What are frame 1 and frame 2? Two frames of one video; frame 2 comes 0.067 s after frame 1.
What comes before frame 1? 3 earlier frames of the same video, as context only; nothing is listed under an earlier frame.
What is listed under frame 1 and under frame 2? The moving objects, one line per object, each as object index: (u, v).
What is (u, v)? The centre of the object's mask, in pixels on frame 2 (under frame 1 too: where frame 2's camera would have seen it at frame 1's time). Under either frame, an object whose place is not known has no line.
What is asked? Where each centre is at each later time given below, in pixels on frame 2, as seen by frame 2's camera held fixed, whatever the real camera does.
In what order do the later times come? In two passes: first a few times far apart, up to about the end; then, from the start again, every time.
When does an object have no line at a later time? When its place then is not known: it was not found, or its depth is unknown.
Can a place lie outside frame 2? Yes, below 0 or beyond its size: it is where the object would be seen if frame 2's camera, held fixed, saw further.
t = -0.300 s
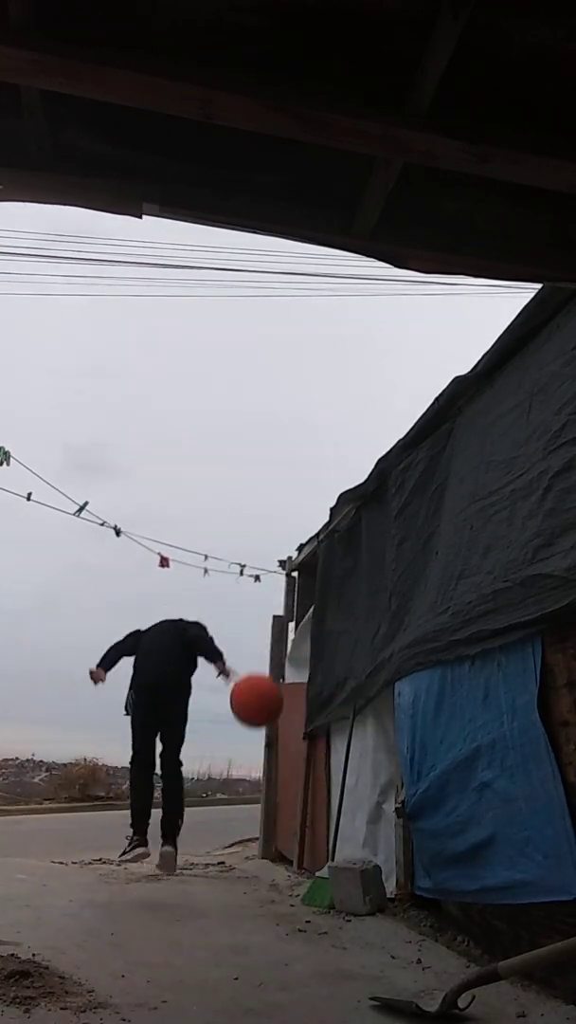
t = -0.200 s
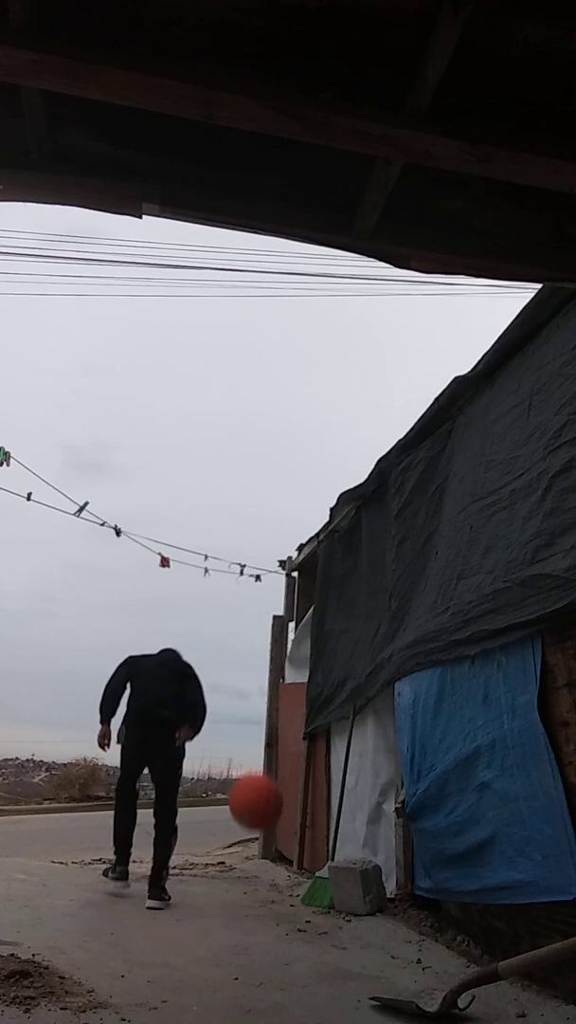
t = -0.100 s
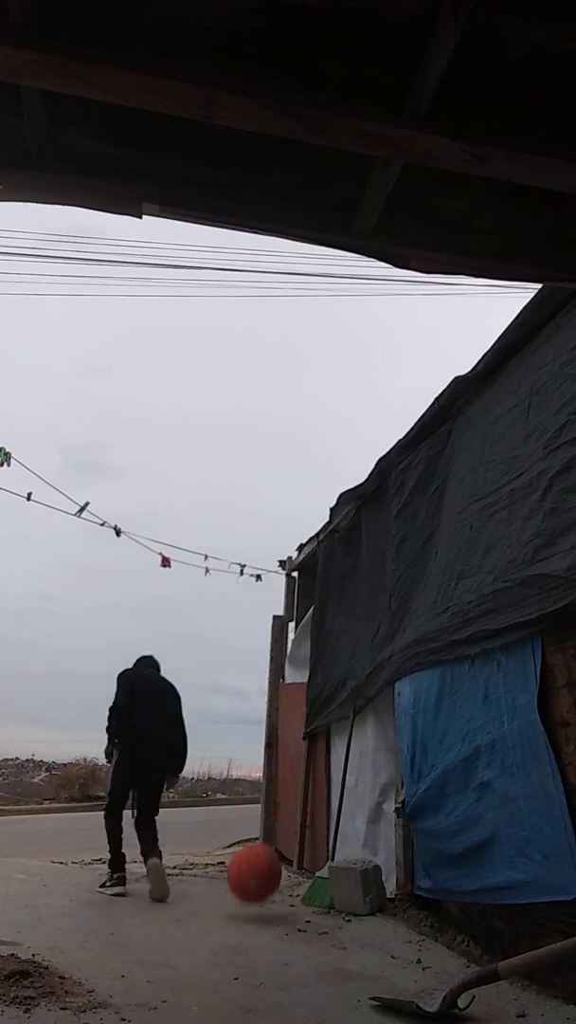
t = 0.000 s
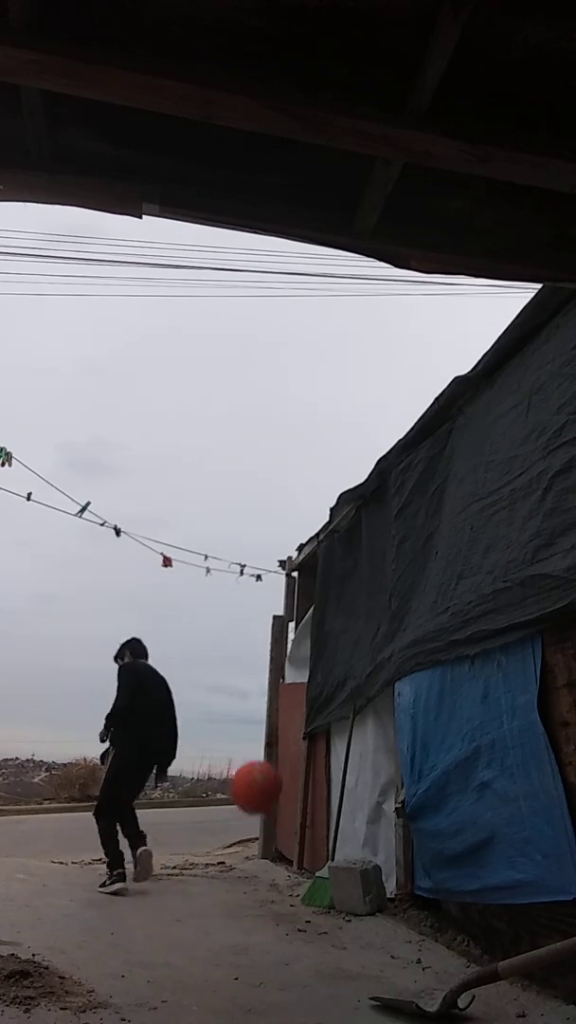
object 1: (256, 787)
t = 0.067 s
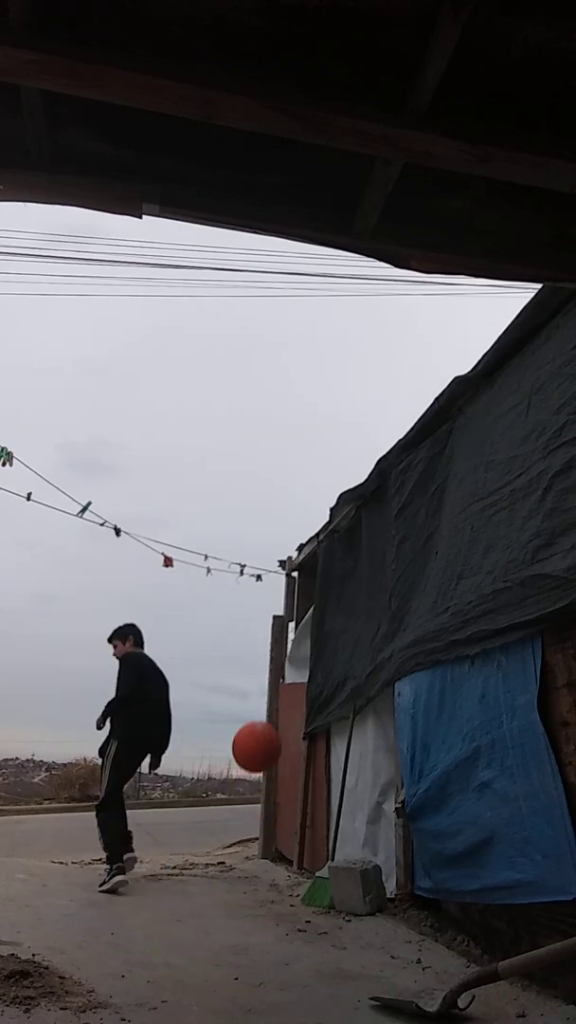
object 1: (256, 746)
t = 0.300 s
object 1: (252, 689)
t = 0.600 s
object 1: (235, 767)
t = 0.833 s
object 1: (225, 823)
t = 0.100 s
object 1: (256, 731)
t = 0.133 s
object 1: (256, 718)
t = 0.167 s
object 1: (256, 708)
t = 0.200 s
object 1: (255, 699)
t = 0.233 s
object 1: (254, 694)
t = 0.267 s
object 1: (253, 690)
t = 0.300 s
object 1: (252, 689)
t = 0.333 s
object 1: (251, 690)
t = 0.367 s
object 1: (249, 692)
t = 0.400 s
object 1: (248, 697)
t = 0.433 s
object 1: (246, 704)
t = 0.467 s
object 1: (244, 713)
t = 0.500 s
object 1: (242, 723)
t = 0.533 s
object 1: (240, 736)
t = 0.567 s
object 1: (238, 751)
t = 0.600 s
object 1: (235, 767)
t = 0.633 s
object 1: (233, 786)
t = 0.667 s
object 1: (230, 807)
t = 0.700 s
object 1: (227, 830)
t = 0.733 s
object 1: (224, 855)
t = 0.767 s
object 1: (222, 863)
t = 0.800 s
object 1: (223, 842)
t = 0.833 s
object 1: (225, 823)
